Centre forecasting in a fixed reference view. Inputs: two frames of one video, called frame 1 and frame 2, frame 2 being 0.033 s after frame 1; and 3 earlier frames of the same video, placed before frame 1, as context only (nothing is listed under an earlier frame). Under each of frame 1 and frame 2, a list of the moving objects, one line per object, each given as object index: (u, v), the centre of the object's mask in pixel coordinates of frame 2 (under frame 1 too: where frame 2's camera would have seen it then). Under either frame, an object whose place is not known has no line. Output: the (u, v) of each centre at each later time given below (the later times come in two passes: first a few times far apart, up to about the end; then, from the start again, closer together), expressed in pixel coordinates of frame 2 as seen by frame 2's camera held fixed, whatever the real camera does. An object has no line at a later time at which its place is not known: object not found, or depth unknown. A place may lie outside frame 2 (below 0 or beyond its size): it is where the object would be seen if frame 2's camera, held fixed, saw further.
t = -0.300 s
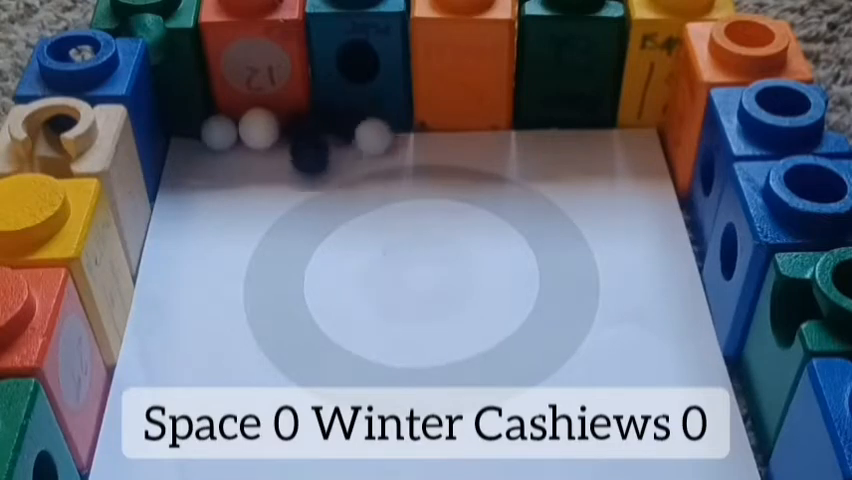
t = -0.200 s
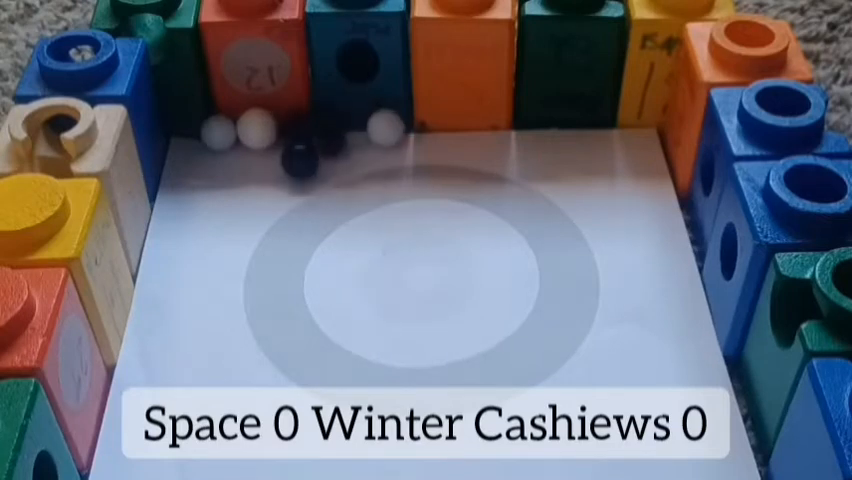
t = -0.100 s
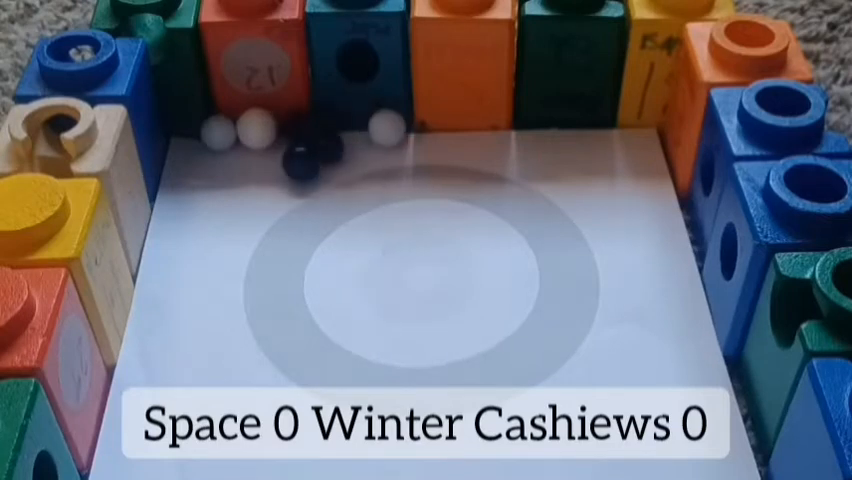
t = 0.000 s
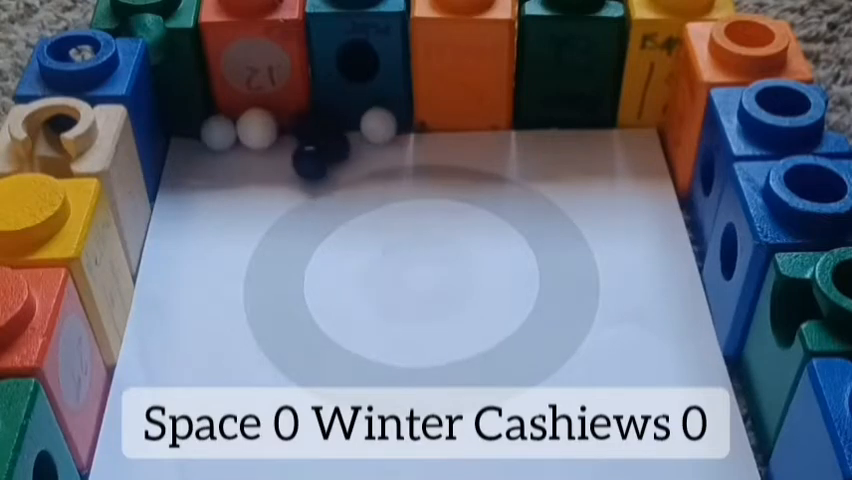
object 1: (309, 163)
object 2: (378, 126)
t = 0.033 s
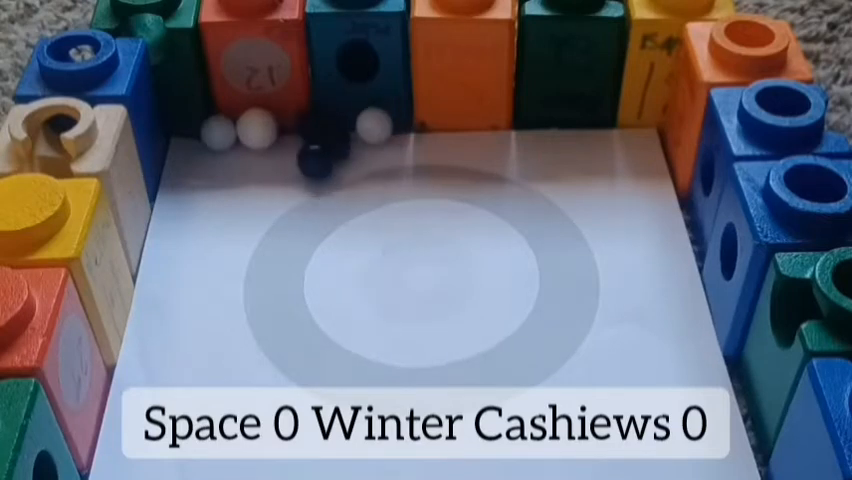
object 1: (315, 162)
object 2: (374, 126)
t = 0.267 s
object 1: (330, 170)
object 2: (353, 126)
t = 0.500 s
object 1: (331, 170)
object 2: (348, 127)
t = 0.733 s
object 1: (324, 167)
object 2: (348, 126)
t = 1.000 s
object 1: (325, 167)
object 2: (348, 126)
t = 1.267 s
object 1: (325, 167)
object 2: (348, 126)
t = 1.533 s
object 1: (325, 166)
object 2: (348, 126)
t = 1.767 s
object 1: (325, 167)
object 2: (348, 126)
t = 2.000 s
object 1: (325, 166)
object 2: (348, 126)
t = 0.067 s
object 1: (319, 162)
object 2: (369, 126)
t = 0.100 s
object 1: (322, 163)
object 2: (367, 126)
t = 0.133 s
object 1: (324, 164)
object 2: (366, 126)
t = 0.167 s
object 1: (326, 165)
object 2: (362, 126)
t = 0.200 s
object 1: (327, 167)
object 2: (359, 126)
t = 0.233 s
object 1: (329, 168)
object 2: (356, 127)
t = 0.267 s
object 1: (330, 170)
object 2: (353, 126)
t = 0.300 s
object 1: (330, 170)
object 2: (350, 126)
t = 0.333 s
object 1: (331, 172)
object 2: (349, 126)
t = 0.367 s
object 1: (331, 172)
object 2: (348, 126)
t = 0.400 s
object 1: (331, 172)
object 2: (348, 127)
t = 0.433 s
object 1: (331, 172)
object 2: (348, 127)
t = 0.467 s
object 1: (331, 172)
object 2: (348, 126)
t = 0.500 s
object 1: (331, 170)
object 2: (348, 127)
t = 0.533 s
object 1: (330, 169)
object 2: (348, 126)
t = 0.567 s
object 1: (328, 168)
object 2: (348, 127)
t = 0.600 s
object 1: (327, 168)
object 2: (348, 127)
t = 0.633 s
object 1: (326, 167)
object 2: (348, 126)
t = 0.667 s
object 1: (325, 167)
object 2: (348, 126)
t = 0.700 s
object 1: (324, 167)
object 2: (348, 126)
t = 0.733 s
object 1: (324, 167)
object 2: (348, 126)
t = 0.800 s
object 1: (324, 166)
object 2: (348, 126)
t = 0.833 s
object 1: (324, 166)
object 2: (348, 126)
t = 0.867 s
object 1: (324, 166)
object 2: (348, 126)
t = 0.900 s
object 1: (324, 166)
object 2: (348, 126)
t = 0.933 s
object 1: (325, 166)
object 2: (348, 126)
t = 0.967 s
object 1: (325, 166)
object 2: (348, 126)
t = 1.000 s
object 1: (325, 167)
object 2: (348, 126)
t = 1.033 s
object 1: (325, 166)
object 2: (348, 126)
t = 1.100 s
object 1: (325, 166)
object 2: (348, 126)
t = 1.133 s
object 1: (325, 166)
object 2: (348, 126)
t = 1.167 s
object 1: (325, 167)
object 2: (348, 126)
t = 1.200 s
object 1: (325, 166)
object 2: (348, 126)
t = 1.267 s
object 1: (325, 167)
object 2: (348, 126)
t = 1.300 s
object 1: (325, 167)
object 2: (348, 126)
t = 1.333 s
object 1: (325, 167)
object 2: (348, 126)
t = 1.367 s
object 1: (325, 166)
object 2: (348, 126)
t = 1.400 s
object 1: (325, 166)
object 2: (348, 126)
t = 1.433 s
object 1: (325, 167)
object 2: (348, 126)
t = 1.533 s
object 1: (325, 166)
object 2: (348, 126)
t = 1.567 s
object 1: (325, 167)
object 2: (348, 126)
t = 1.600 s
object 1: (325, 167)
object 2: (348, 126)
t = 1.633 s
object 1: (325, 166)
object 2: (348, 126)
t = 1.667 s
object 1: (325, 166)
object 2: (348, 126)
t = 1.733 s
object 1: (325, 166)
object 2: (348, 126)
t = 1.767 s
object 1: (325, 167)
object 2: (348, 126)
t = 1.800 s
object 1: (325, 166)
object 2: (348, 126)
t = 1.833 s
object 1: (325, 166)
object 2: (348, 126)
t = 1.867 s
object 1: (325, 166)
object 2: (348, 125)
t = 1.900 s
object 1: (325, 166)
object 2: (348, 126)
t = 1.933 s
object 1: (325, 166)
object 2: (348, 126)
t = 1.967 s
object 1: (325, 166)
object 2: (348, 125)
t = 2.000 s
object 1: (325, 166)
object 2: (348, 126)
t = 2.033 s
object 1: (325, 166)
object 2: (348, 126)
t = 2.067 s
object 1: (325, 166)
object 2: (348, 126)
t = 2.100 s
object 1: (325, 166)
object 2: (348, 126)
